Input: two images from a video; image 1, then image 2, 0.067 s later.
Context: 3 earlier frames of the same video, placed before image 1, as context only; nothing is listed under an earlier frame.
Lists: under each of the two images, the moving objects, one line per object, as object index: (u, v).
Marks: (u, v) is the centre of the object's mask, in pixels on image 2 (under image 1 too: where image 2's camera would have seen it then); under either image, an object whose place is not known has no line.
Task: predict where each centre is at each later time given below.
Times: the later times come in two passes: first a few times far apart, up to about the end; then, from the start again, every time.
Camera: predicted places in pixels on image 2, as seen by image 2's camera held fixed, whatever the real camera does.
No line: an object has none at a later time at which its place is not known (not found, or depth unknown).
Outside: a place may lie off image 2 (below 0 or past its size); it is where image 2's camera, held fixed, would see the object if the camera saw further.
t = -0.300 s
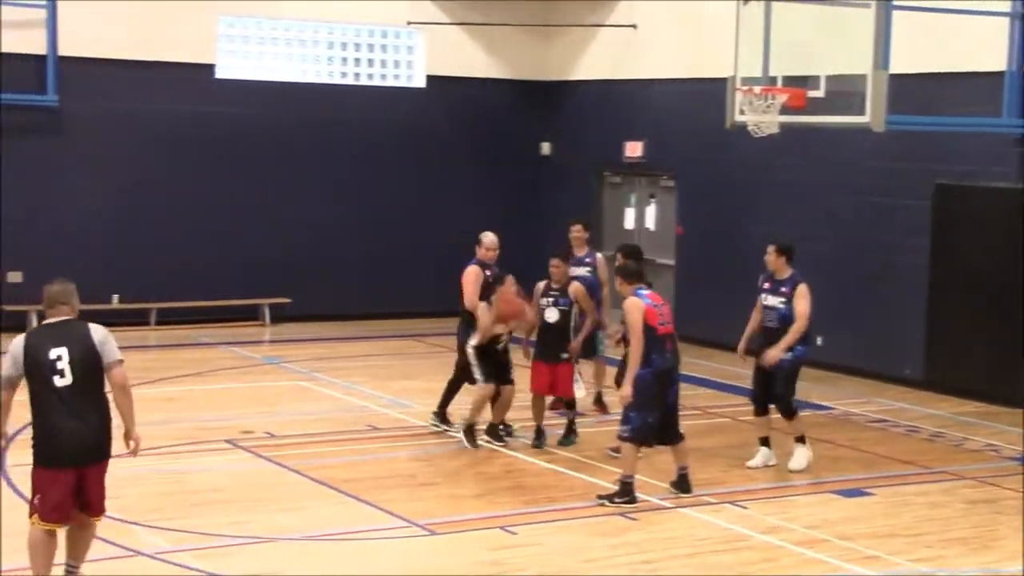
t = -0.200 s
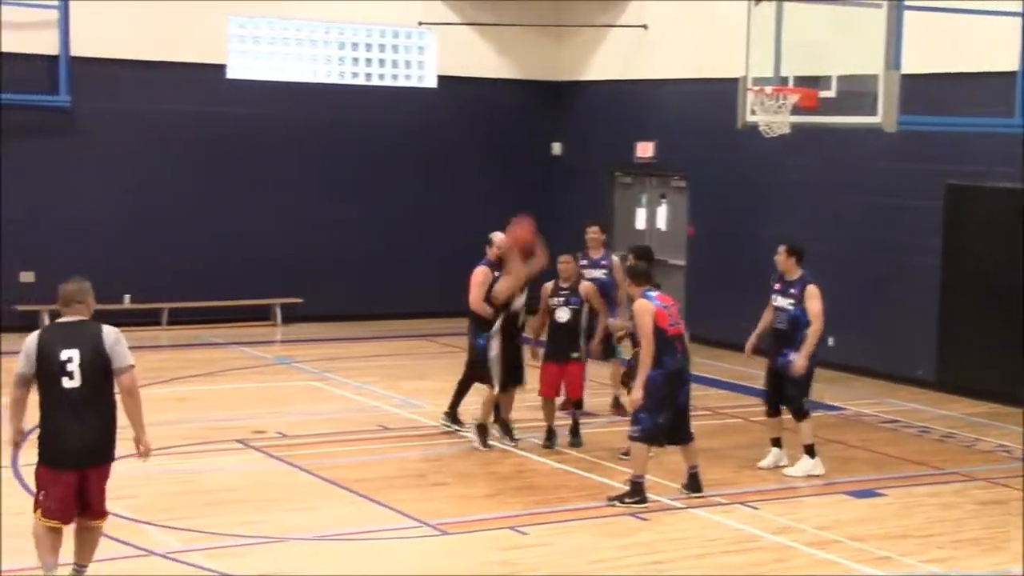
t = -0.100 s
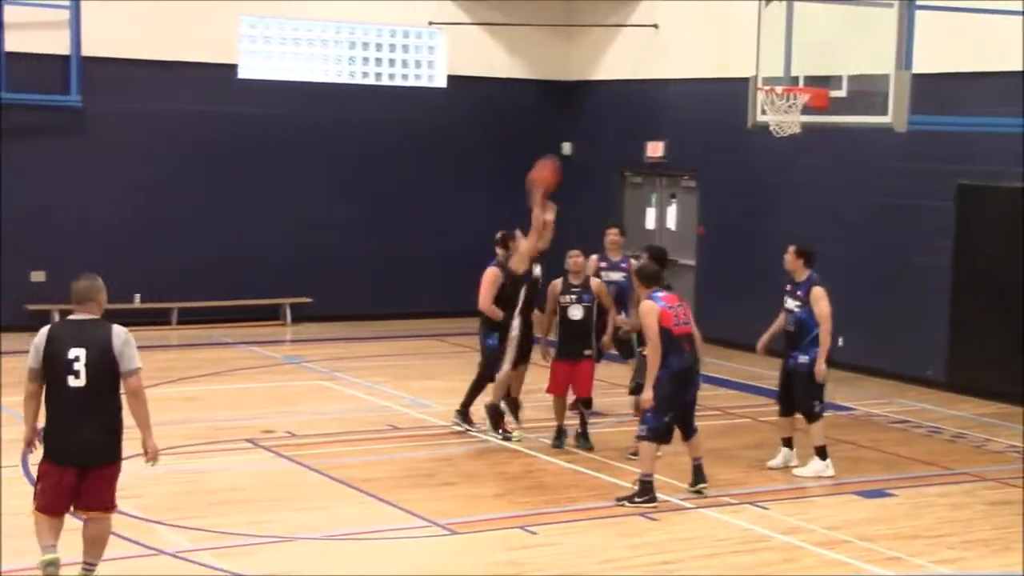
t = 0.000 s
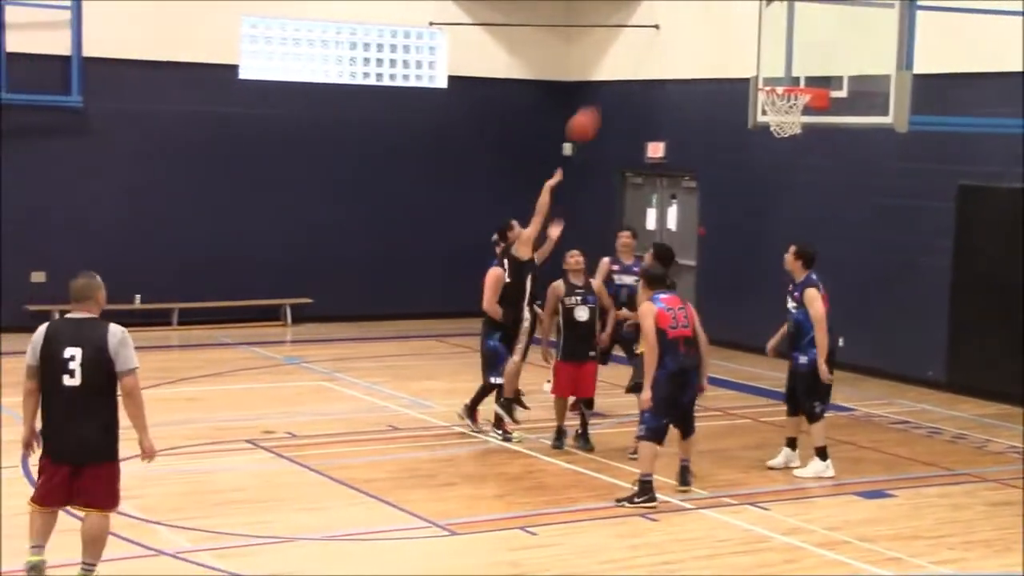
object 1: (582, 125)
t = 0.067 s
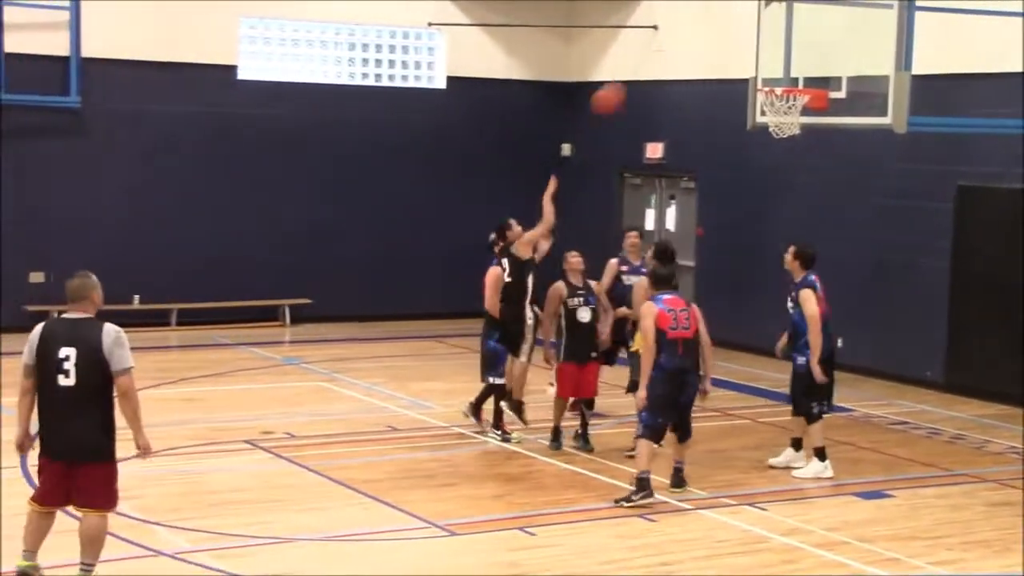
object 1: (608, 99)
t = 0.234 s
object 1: (671, 58)
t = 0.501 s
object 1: (763, 59)
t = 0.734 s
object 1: (769, 69)
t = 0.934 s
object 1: (736, 74)
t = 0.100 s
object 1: (621, 89)
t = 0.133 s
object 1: (633, 79)
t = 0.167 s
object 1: (646, 71)
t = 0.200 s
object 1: (660, 63)
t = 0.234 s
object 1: (671, 58)
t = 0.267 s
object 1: (683, 53)
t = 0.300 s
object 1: (695, 50)
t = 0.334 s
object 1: (707, 49)
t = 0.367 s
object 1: (718, 48)
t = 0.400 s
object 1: (730, 49)
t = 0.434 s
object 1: (741, 51)
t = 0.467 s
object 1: (752, 54)
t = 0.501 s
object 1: (763, 59)
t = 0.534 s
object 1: (773, 64)
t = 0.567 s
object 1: (785, 70)
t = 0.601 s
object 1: (792, 77)
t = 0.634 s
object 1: (787, 78)
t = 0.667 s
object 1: (781, 76)
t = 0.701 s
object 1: (775, 72)
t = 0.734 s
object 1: (769, 69)
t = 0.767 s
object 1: (763, 67)
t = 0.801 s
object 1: (758, 66)
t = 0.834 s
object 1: (752, 67)
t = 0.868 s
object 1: (748, 69)
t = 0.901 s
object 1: (742, 70)
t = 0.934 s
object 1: (736, 74)
